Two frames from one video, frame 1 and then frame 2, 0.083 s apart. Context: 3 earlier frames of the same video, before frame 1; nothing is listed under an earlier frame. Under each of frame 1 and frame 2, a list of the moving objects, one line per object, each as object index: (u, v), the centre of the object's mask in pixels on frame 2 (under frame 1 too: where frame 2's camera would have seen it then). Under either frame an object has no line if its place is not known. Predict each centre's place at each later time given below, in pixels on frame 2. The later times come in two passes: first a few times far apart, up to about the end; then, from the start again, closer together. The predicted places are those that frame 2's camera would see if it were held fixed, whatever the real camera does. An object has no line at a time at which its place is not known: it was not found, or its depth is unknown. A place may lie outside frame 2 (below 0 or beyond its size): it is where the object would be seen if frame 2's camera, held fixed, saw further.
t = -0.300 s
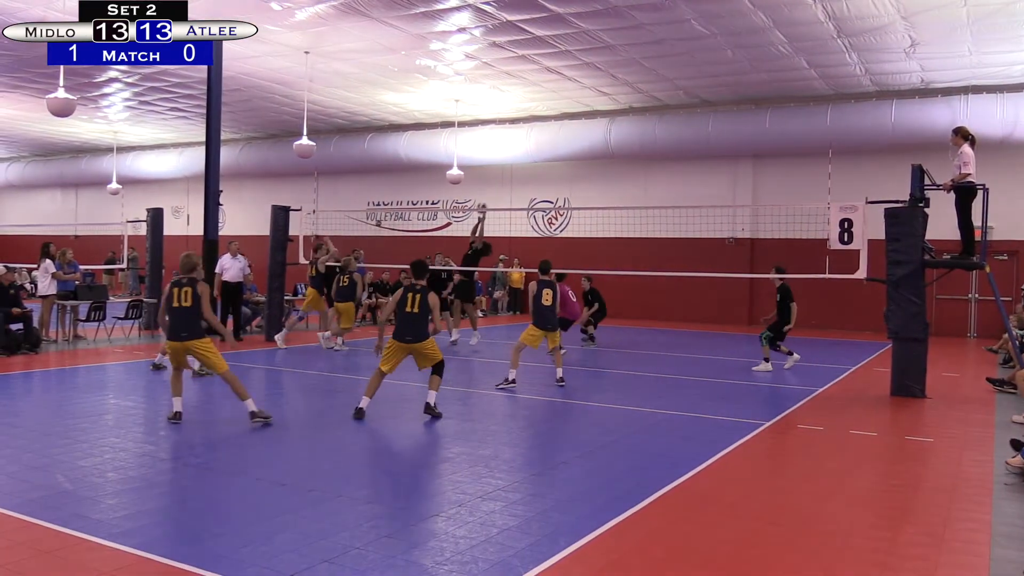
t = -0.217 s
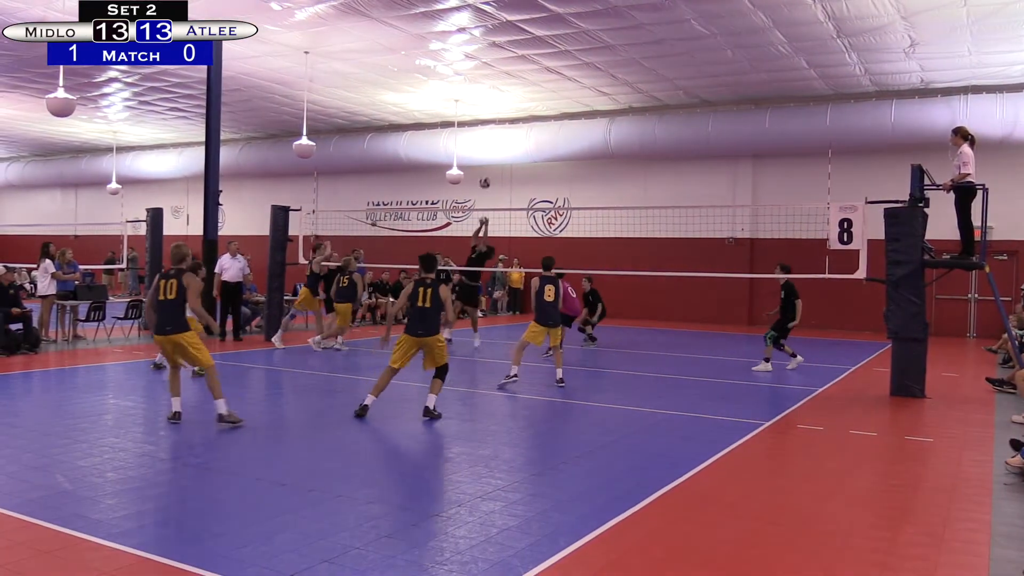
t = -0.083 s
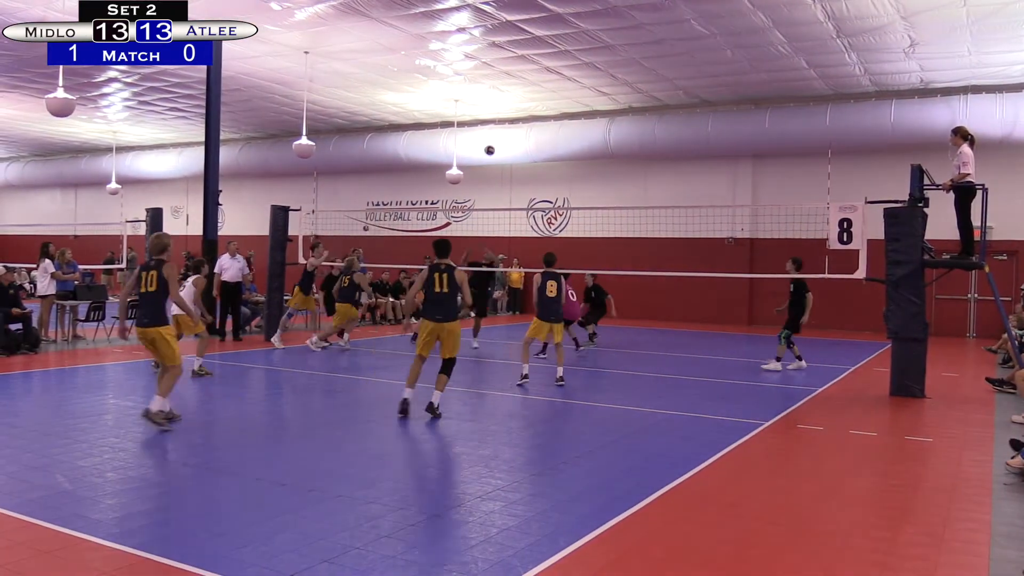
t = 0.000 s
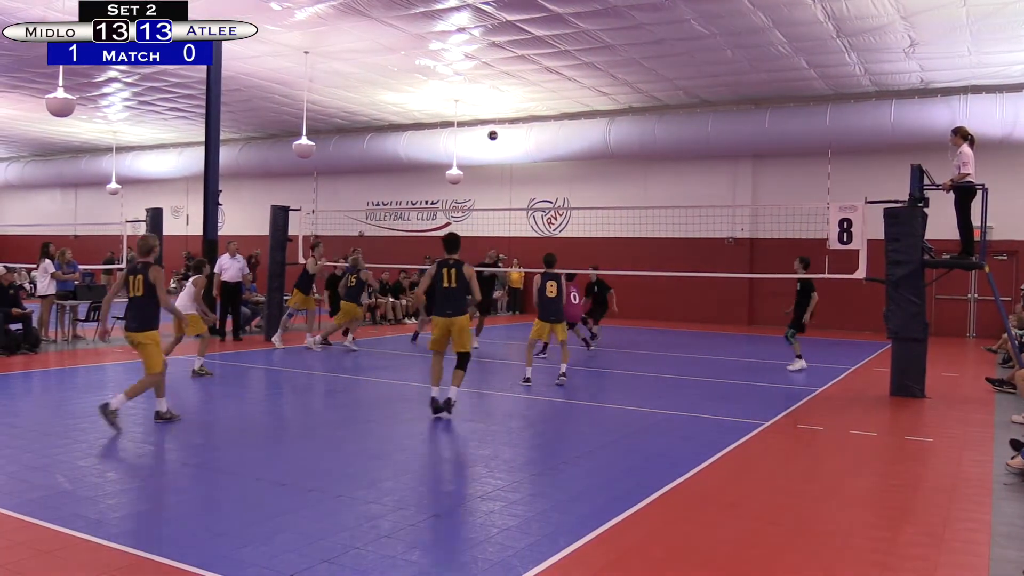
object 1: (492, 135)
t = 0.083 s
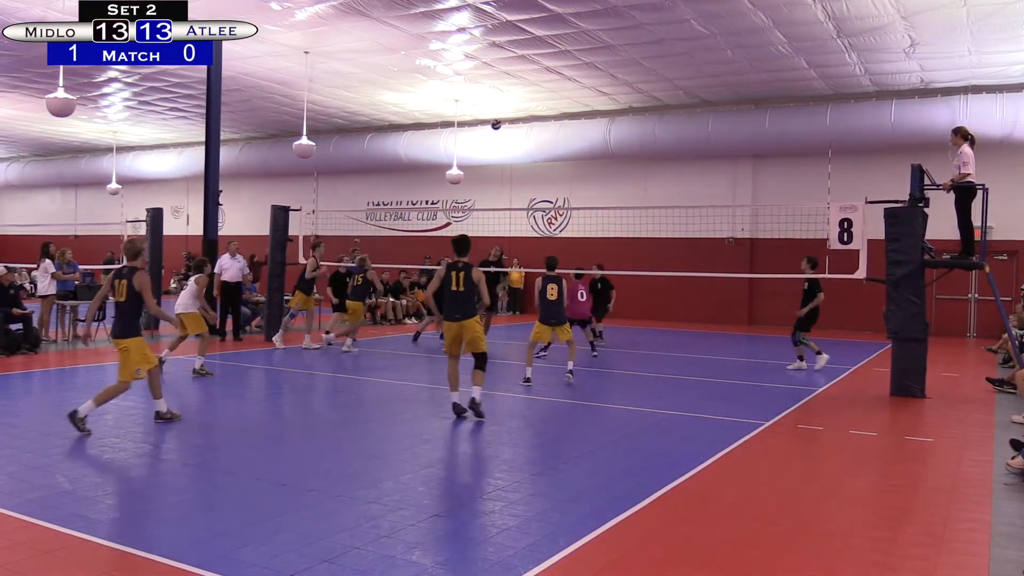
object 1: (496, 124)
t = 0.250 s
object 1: (501, 115)
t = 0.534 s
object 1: (509, 130)
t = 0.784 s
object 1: (515, 177)
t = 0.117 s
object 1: (497, 121)
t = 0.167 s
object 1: (498, 118)
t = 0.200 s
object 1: (499, 116)
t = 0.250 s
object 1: (501, 115)
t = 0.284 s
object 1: (502, 114)
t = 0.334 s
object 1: (503, 115)
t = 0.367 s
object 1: (504, 116)
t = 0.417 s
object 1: (506, 119)
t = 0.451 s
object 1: (507, 121)
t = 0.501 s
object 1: (508, 126)
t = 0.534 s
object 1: (509, 130)
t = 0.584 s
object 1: (510, 137)
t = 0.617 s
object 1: (511, 142)
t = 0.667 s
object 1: (512, 152)
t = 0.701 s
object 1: (513, 158)
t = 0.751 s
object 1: (514, 169)
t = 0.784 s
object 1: (515, 177)
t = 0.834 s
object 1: (516, 190)
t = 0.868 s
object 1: (517, 199)
